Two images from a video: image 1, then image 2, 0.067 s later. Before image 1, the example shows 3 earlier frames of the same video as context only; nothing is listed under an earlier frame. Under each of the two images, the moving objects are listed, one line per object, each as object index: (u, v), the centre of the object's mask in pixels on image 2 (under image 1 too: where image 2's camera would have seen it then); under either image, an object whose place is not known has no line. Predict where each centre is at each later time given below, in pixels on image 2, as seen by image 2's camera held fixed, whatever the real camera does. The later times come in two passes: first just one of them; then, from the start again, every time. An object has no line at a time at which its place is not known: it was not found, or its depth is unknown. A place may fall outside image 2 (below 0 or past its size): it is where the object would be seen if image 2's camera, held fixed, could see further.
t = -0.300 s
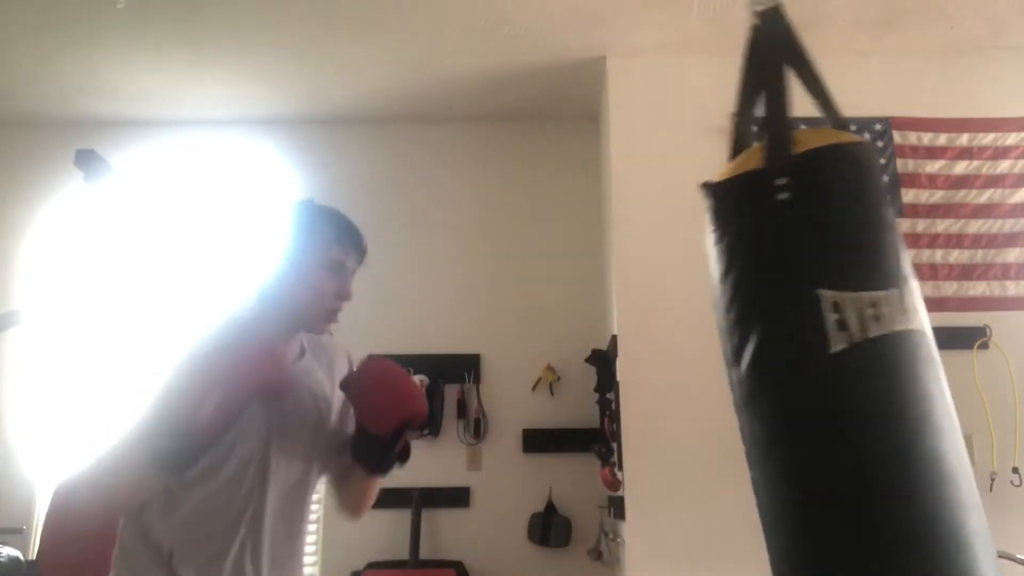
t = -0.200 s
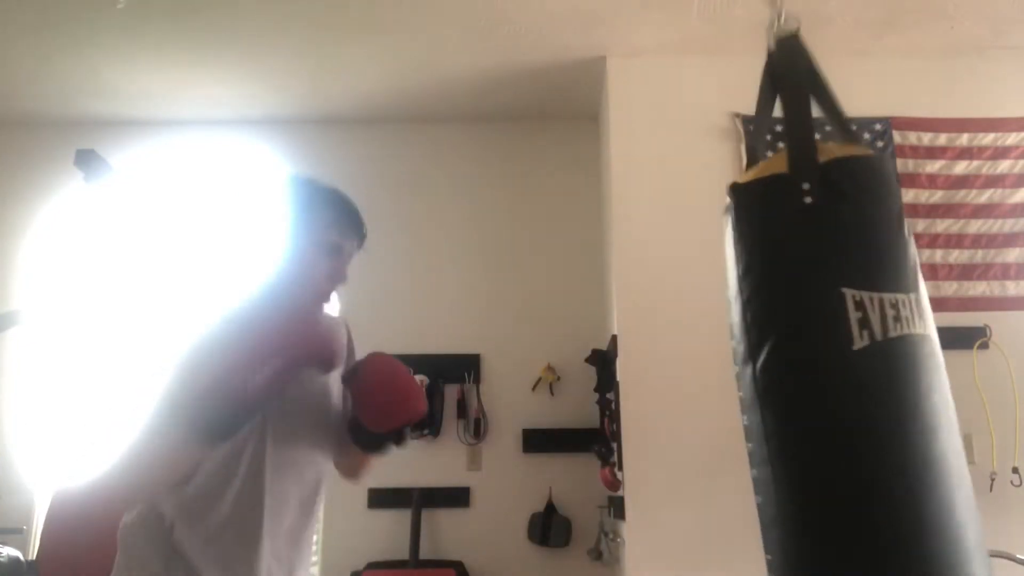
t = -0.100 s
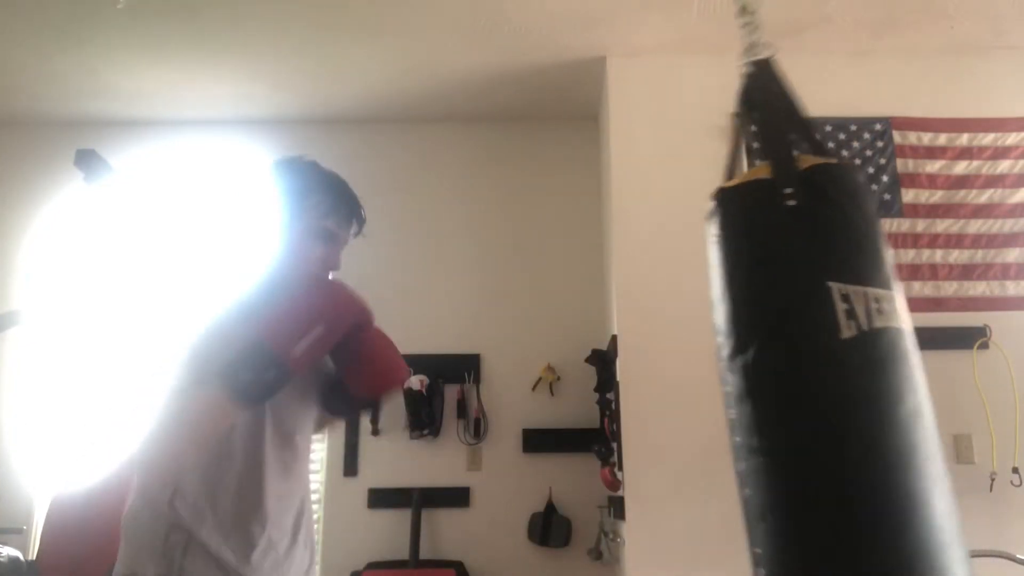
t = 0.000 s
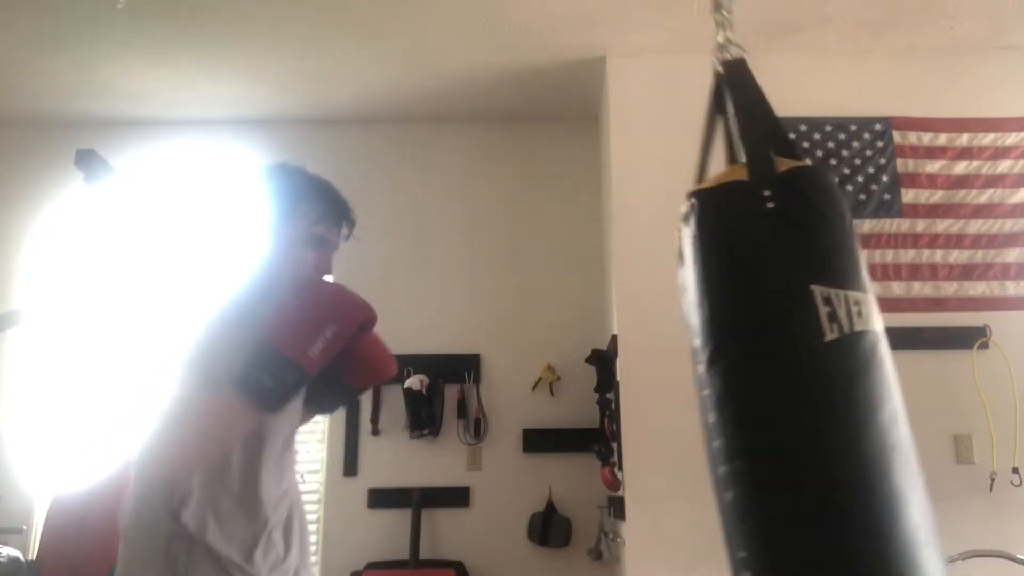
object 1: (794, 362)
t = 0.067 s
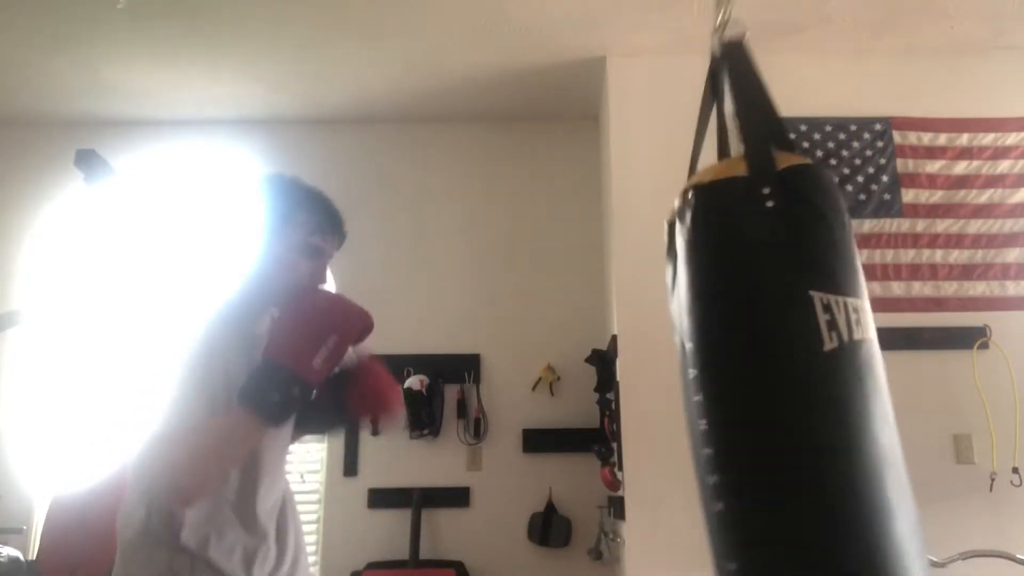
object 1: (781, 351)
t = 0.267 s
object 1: (757, 347)
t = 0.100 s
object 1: (778, 347)
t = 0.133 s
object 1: (776, 344)
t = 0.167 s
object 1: (774, 339)
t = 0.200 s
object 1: (771, 340)
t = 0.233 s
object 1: (765, 344)
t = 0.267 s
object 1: (757, 347)
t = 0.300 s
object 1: (746, 352)
